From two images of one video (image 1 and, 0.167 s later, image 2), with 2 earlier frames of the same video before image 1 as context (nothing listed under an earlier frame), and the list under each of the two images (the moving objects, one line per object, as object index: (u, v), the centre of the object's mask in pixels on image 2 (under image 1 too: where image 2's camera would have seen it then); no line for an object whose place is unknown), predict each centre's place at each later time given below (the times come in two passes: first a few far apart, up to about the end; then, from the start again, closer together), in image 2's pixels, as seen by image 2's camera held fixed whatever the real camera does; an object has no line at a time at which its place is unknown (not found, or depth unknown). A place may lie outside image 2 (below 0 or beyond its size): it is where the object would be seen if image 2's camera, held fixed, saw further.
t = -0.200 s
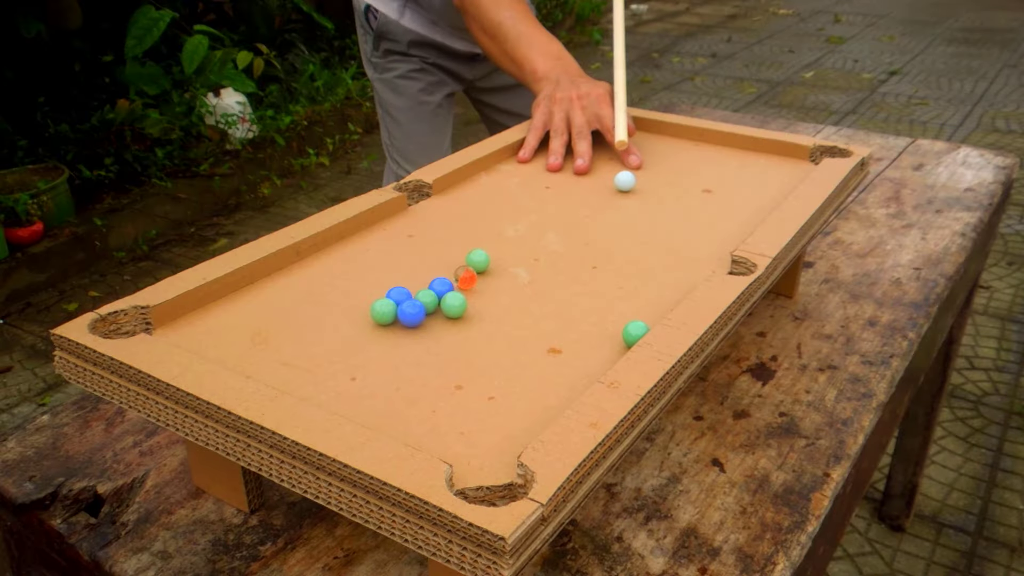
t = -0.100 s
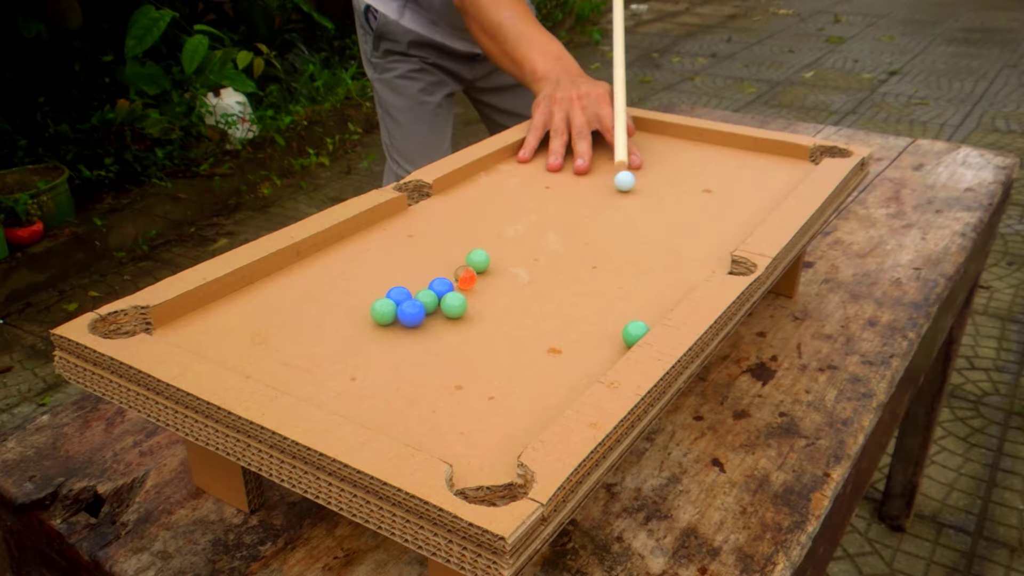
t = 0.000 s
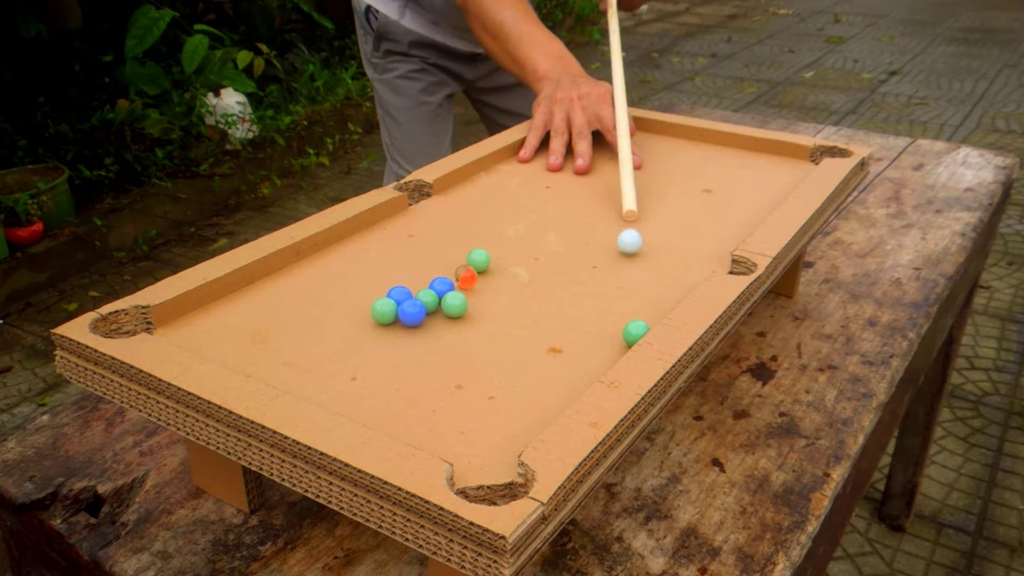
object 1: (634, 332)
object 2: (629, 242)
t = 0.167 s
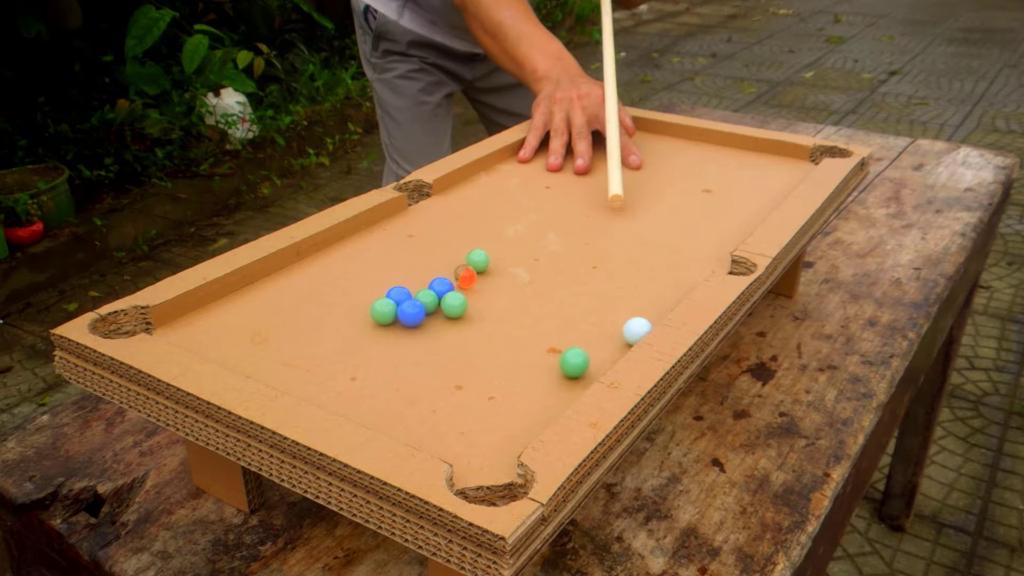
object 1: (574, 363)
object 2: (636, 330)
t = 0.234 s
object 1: (522, 387)
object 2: (619, 342)
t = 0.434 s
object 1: (399, 417)
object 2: (576, 383)
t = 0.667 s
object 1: (366, 369)
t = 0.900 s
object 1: (346, 332)
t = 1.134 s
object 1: (339, 303)
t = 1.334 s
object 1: (340, 283)
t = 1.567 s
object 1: (347, 264)
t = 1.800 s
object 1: (353, 250)
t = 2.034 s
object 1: (363, 239)
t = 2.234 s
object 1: (369, 232)
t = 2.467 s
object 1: (372, 225)
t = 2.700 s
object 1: (366, 223)
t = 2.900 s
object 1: (364, 224)
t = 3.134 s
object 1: (363, 224)
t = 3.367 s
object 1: (363, 224)
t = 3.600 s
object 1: (363, 224)
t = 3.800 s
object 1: (363, 224)
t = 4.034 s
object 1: (363, 224)
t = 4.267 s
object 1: (363, 224)
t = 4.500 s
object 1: (363, 224)
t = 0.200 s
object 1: (548, 374)
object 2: (627, 336)
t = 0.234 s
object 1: (522, 387)
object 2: (619, 342)
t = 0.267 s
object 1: (495, 400)
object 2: (611, 348)
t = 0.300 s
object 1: (466, 413)
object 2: (604, 355)
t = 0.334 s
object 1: (438, 428)
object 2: (596, 362)
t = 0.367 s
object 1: (412, 435)
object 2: (589, 369)
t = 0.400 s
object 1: (405, 425)
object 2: (582, 376)
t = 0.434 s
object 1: (399, 417)
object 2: (576, 383)
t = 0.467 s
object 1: (393, 410)
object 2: (570, 389)
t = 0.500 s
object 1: (387, 402)
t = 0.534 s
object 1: (382, 395)
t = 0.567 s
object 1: (378, 388)
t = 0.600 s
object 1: (373, 381)
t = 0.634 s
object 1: (369, 375)
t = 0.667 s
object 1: (366, 369)
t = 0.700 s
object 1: (362, 363)
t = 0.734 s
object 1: (359, 357)
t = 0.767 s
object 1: (356, 352)
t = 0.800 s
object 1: (353, 347)
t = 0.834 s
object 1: (351, 341)
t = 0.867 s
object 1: (349, 337)
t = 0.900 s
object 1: (346, 332)
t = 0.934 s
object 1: (344, 327)
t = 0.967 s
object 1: (343, 323)
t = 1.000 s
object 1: (342, 318)
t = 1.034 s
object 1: (341, 314)
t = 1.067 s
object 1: (340, 310)
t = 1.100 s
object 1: (340, 307)
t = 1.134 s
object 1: (339, 303)
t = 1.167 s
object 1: (339, 299)
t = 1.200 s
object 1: (339, 296)
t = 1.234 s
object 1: (338, 292)
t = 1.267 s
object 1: (339, 289)
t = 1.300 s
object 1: (340, 286)
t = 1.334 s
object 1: (340, 283)
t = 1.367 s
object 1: (341, 280)
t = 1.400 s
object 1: (342, 277)
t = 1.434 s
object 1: (343, 274)
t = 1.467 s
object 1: (344, 271)
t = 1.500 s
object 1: (345, 269)
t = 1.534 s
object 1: (346, 267)
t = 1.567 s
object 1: (347, 264)
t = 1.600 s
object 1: (348, 262)
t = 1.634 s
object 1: (349, 260)
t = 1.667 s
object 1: (350, 258)
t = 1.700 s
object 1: (351, 256)
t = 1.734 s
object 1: (351, 254)
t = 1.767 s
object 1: (352, 252)
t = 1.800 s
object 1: (353, 250)
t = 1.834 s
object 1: (355, 248)
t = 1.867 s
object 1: (356, 247)
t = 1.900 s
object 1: (357, 245)
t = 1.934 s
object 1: (359, 243)
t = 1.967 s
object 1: (360, 242)
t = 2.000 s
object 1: (362, 241)
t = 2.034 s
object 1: (363, 239)
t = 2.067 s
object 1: (364, 238)
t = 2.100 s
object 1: (365, 237)
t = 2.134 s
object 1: (366, 236)
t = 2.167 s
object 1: (368, 234)
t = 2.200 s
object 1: (369, 233)
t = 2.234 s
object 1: (369, 232)
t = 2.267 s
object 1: (370, 231)
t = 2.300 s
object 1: (371, 230)
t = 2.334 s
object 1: (372, 229)
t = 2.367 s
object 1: (373, 228)
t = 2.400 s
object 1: (374, 227)
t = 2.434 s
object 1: (374, 226)
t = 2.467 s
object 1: (372, 225)
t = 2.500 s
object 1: (371, 225)
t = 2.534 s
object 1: (370, 224)
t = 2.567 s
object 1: (369, 224)
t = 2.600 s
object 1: (367, 224)
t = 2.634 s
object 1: (366, 223)
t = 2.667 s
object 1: (366, 223)
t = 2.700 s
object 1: (366, 223)
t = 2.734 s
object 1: (366, 223)
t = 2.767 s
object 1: (366, 224)
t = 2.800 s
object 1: (366, 224)
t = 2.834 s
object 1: (366, 224)
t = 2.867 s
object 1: (365, 224)
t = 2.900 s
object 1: (364, 224)
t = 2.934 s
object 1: (363, 224)
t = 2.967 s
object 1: (363, 225)
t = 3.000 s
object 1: (363, 225)
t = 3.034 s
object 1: (362, 225)
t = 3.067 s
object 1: (363, 225)
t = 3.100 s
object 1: (363, 225)
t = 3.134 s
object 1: (363, 224)
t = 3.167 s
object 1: (363, 224)
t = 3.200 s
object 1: (363, 224)
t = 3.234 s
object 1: (363, 224)
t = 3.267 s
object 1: (363, 224)
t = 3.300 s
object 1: (363, 224)
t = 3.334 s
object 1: (363, 224)
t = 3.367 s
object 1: (363, 224)
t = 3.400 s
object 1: (363, 224)
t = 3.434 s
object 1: (363, 224)
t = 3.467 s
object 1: (363, 224)
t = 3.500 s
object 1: (363, 224)
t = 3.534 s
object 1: (363, 224)
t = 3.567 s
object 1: (363, 224)
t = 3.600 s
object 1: (363, 224)
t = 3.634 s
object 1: (363, 224)
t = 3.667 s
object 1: (363, 224)
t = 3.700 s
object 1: (363, 224)
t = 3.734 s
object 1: (363, 224)
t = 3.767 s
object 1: (363, 224)
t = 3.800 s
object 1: (363, 224)
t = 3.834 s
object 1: (363, 224)
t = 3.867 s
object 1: (363, 224)
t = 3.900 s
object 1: (363, 224)
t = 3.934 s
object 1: (363, 224)
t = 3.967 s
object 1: (363, 224)
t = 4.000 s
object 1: (363, 224)
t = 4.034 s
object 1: (363, 224)
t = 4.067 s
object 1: (363, 224)
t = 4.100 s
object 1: (363, 224)
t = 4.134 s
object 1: (363, 224)
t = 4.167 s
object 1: (363, 224)
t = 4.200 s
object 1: (363, 224)
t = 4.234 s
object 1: (363, 224)
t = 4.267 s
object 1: (363, 224)
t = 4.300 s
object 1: (363, 224)
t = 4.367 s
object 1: (363, 224)
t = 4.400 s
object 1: (363, 224)
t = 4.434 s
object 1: (363, 224)
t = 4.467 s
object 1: (363, 224)
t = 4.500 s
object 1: (363, 224)
